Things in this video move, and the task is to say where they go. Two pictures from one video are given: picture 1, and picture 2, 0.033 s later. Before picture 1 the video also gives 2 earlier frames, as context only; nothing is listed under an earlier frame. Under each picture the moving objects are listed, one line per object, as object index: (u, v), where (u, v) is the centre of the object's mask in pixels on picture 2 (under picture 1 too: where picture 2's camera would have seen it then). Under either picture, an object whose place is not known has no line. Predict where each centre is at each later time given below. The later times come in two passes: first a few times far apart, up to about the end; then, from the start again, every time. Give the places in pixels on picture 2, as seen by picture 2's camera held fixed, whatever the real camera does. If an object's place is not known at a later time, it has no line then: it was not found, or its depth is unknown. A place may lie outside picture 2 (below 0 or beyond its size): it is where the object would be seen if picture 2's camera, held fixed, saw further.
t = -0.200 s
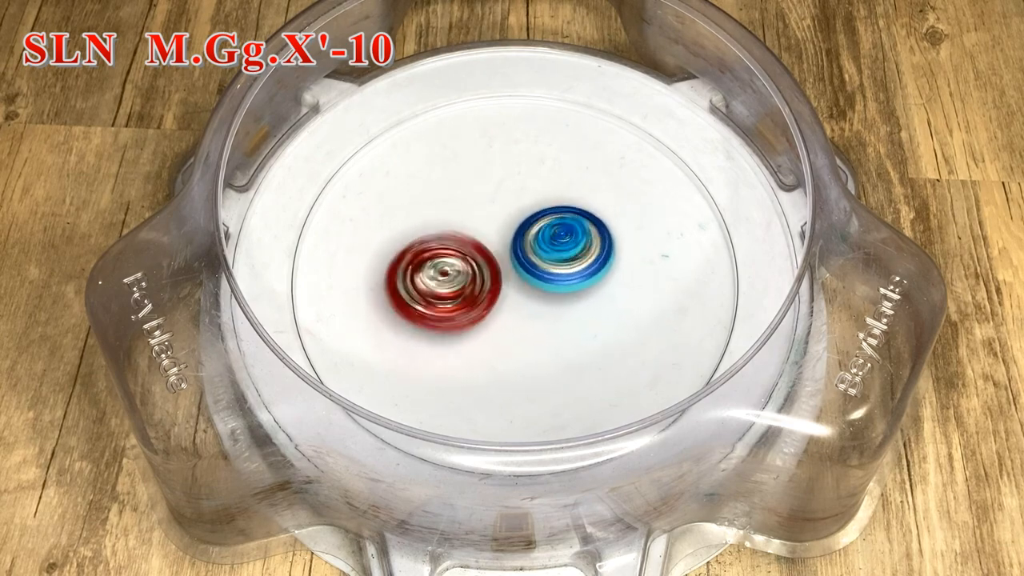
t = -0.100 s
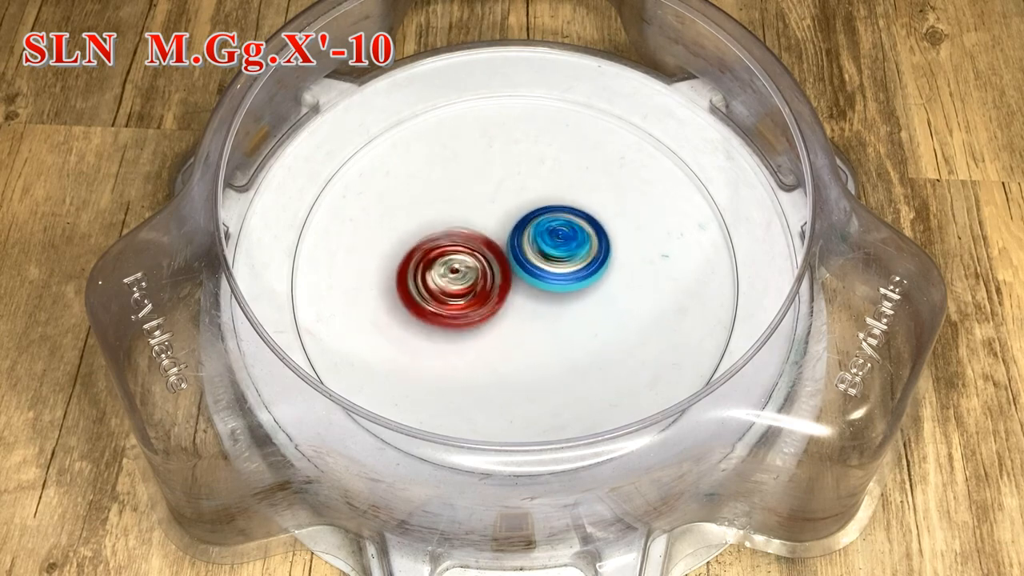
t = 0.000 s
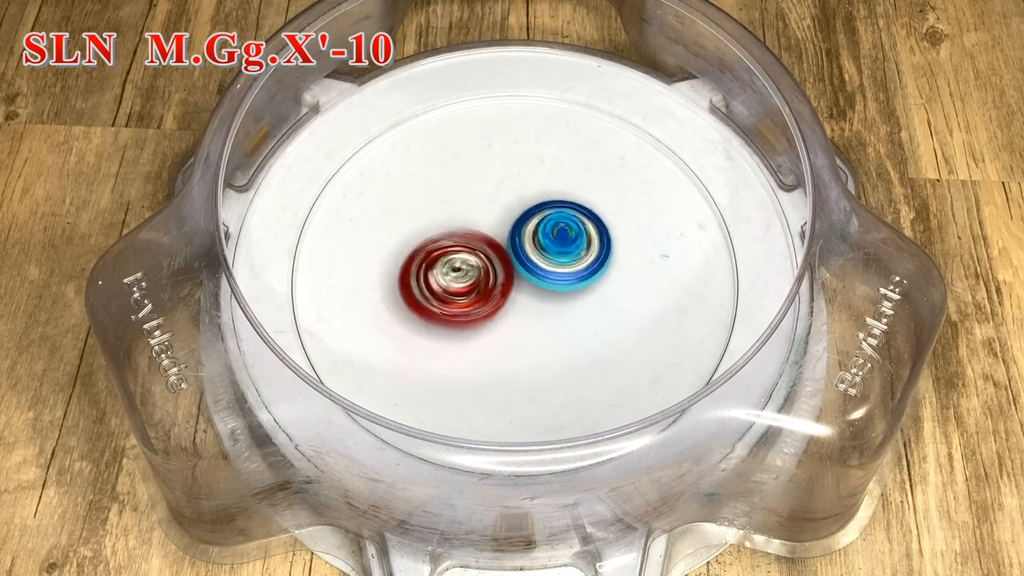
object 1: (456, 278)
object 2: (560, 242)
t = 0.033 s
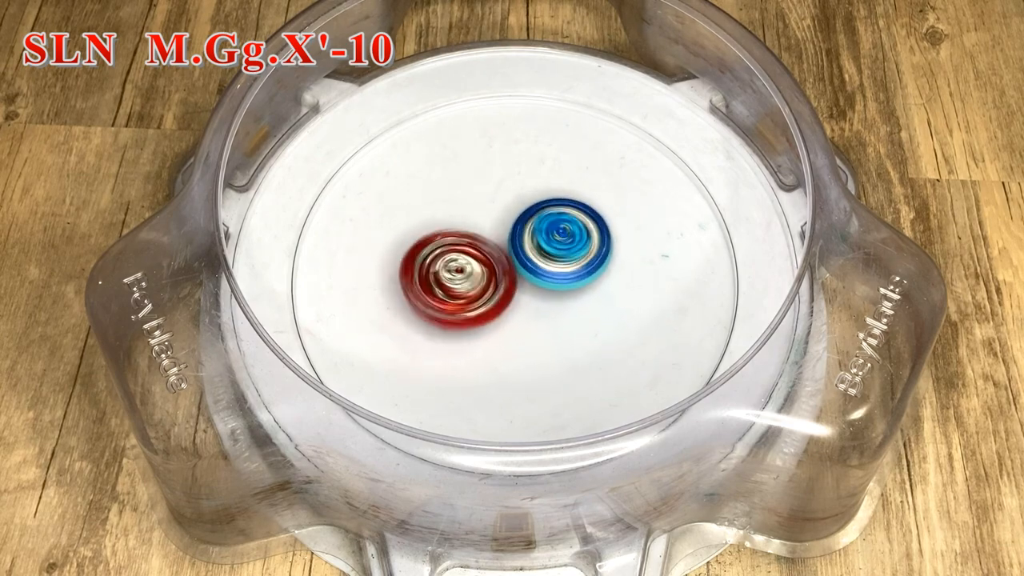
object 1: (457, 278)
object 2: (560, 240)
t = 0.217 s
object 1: (454, 275)
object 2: (561, 237)
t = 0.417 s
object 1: (451, 275)
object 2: (564, 237)
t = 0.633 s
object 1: (449, 278)
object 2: (558, 242)
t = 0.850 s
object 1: (446, 276)
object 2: (555, 242)
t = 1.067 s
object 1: (444, 275)
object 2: (556, 241)
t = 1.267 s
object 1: (445, 277)
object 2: (556, 240)
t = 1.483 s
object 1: (447, 281)
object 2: (561, 240)
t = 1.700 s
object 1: (447, 285)
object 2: (552, 243)
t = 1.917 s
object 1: (453, 284)
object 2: (552, 238)
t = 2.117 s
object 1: (457, 281)
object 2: (554, 235)
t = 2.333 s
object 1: (442, 292)
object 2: (577, 228)
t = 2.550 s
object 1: (463, 290)
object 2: (555, 235)
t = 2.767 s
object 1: (475, 296)
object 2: (556, 224)
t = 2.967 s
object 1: (473, 300)
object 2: (549, 222)
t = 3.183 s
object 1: (476, 299)
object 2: (551, 215)
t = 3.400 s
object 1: (472, 294)
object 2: (540, 219)
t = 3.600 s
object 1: (477, 291)
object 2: (542, 219)
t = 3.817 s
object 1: (475, 303)
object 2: (529, 217)
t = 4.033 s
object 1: (478, 301)
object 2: (537, 222)
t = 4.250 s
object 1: (463, 316)
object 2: (545, 223)
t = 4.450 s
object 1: (480, 321)
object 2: (533, 223)
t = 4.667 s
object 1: (473, 310)
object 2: (535, 241)
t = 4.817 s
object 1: (462, 308)
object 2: (533, 241)
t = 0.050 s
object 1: (457, 277)
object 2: (561, 240)
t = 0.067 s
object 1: (455, 278)
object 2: (561, 239)
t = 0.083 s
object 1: (456, 278)
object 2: (561, 239)
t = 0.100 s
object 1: (457, 277)
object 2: (560, 238)
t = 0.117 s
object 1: (455, 276)
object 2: (560, 237)
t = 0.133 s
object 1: (456, 277)
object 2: (560, 237)
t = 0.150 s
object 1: (457, 276)
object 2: (559, 238)
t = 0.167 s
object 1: (456, 275)
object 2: (558, 238)
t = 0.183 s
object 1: (454, 277)
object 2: (559, 237)
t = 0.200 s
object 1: (455, 276)
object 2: (560, 237)
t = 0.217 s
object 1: (454, 275)
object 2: (561, 237)
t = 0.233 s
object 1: (454, 276)
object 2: (561, 237)
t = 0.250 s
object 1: (454, 275)
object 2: (560, 238)
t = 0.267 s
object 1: (455, 275)
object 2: (559, 238)
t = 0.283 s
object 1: (456, 274)
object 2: (558, 237)
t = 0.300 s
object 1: (456, 273)
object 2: (558, 237)
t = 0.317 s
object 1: (457, 273)
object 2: (558, 238)
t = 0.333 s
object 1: (459, 274)
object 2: (558, 238)
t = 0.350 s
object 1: (457, 274)
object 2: (560, 237)
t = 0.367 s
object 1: (455, 275)
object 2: (561, 236)
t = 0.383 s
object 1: (455, 275)
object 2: (563, 236)
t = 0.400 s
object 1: (454, 274)
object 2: (564, 236)
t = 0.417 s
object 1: (451, 275)
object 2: (564, 237)
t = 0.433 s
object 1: (452, 276)
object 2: (563, 238)
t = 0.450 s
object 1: (453, 275)
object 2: (562, 238)
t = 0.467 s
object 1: (451, 275)
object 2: (561, 238)
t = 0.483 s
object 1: (452, 276)
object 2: (560, 238)
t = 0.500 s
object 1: (453, 275)
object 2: (560, 239)
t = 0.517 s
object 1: (452, 274)
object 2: (559, 240)
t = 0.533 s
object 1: (452, 276)
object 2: (557, 241)
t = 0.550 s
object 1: (455, 275)
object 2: (555, 241)
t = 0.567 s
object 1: (454, 275)
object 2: (555, 241)
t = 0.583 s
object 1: (453, 277)
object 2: (556, 241)
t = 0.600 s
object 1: (454, 276)
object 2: (556, 242)
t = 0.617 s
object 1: (451, 276)
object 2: (557, 242)
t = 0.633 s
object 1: (449, 278)
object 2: (558, 242)
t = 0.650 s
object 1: (448, 277)
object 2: (557, 242)
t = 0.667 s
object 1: (446, 276)
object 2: (558, 242)
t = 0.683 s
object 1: (445, 277)
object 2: (558, 242)
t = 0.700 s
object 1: (445, 277)
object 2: (557, 243)
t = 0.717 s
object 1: (445, 275)
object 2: (556, 244)
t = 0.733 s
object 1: (444, 275)
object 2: (554, 243)
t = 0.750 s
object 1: (445, 275)
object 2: (553, 243)
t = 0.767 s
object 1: (447, 273)
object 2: (553, 243)
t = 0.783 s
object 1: (446, 273)
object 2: (552, 244)
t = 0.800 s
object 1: (447, 273)
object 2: (552, 244)
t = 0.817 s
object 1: (446, 275)
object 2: (553, 244)
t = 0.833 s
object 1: (445, 275)
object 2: (554, 243)
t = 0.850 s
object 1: (446, 276)
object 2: (555, 242)
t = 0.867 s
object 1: (445, 273)
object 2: (556, 242)
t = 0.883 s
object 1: (442, 274)
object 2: (556, 242)
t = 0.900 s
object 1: (442, 275)
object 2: (555, 243)
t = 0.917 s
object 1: (444, 274)
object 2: (553, 243)
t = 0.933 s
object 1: (443, 273)
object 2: (552, 243)
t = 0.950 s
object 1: (442, 274)
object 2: (551, 242)
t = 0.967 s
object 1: (444, 274)
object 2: (551, 242)
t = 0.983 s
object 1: (445, 273)
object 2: (550, 242)
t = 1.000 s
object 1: (444, 273)
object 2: (549, 243)
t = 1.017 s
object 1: (442, 274)
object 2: (551, 242)
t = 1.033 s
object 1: (442, 274)
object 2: (553, 241)
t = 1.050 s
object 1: (442, 275)
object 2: (555, 241)
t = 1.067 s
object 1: (444, 275)
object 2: (556, 241)
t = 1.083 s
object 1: (444, 274)
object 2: (556, 242)
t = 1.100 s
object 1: (442, 274)
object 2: (556, 242)
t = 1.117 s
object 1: (443, 275)
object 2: (554, 242)
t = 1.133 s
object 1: (446, 274)
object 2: (553, 242)
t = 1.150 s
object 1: (446, 272)
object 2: (553, 241)
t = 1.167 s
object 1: (446, 274)
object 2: (552, 241)
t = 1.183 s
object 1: (449, 274)
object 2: (552, 242)
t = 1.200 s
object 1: (448, 274)
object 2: (553, 241)
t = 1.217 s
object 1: (447, 275)
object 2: (554, 241)
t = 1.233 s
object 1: (447, 277)
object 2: (555, 240)
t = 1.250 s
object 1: (446, 276)
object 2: (556, 240)
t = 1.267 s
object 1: (445, 277)
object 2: (556, 240)
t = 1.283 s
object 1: (446, 278)
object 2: (556, 241)
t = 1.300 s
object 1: (447, 277)
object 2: (555, 242)
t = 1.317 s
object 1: (447, 277)
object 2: (554, 242)
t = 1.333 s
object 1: (447, 278)
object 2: (553, 242)
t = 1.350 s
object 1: (449, 277)
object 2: (553, 242)
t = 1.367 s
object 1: (450, 276)
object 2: (553, 242)
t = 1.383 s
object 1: (451, 277)
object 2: (553, 243)
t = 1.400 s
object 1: (450, 278)
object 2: (553, 243)
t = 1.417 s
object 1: (448, 280)
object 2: (555, 242)
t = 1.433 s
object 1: (448, 283)
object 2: (557, 240)
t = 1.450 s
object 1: (449, 283)
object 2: (559, 239)
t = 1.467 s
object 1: (449, 282)
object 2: (561, 239)
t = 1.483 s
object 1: (447, 281)
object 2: (561, 240)
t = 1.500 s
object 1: (445, 283)
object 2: (561, 242)
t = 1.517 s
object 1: (445, 284)
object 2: (559, 243)
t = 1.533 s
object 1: (444, 284)
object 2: (557, 243)
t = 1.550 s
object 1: (444, 284)
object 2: (555, 242)
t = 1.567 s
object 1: (443, 285)
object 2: (554, 242)
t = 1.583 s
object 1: (443, 284)
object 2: (553, 243)
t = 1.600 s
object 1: (443, 285)
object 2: (552, 244)
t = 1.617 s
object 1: (445, 285)
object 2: (550, 244)
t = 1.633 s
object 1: (446, 285)
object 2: (548, 244)
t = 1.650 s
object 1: (447, 284)
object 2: (546, 244)
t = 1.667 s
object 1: (448, 284)
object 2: (546, 244)
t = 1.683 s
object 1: (447, 286)
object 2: (549, 243)
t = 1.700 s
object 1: (447, 285)
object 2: (552, 243)
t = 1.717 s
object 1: (445, 286)
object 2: (552, 243)
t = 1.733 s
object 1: (445, 287)
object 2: (552, 242)
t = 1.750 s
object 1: (445, 287)
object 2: (552, 241)
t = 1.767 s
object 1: (445, 286)
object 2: (553, 241)
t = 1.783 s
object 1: (444, 286)
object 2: (553, 241)
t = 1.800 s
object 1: (445, 287)
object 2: (553, 242)
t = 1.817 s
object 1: (447, 285)
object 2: (551, 242)
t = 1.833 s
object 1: (447, 284)
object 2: (550, 242)
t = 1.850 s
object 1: (448, 285)
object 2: (549, 241)
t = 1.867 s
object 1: (450, 284)
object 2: (549, 240)
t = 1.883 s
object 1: (452, 283)
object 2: (549, 240)
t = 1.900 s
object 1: (453, 283)
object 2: (549, 240)
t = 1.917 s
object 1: (453, 284)
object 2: (552, 238)
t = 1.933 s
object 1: (452, 284)
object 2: (554, 237)
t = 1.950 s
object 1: (451, 284)
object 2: (555, 237)
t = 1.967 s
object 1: (450, 285)
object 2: (555, 236)
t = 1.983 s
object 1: (450, 285)
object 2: (556, 235)
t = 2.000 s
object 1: (451, 284)
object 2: (557, 235)
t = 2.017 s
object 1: (450, 284)
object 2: (557, 236)
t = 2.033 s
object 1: (450, 285)
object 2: (556, 236)
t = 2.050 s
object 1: (452, 283)
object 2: (556, 236)
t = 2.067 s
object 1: (453, 282)
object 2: (555, 236)
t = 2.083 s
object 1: (453, 282)
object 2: (554, 235)
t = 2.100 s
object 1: (455, 282)
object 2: (554, 234)
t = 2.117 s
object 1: (457, 281)
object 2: (554, 235)
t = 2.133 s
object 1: (460, 280)
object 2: (553, 235)
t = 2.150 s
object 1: (457, 282)
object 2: (556, 234)
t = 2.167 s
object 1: (453, 285)
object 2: (562, 231)
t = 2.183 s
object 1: (451, 287)
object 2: (568, 228)
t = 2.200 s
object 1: (450, 289)
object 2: (573, 226)
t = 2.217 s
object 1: (451, 290)
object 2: (577, 225)
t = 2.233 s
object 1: (450, 289)
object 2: (581, 224)
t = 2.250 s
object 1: (448, 288)
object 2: (582, 225)
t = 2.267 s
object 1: (445, 288)
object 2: (583, 227)
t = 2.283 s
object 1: (443, 290)
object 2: (582, 228)
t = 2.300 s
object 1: (443, 290)
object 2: (580, 228)
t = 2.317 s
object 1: (442, 290)
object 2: (579, 227)
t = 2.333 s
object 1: (442, 292)
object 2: (577, 228)
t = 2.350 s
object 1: (443, 291)
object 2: (576, 228)
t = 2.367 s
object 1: (442, 291)
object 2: (574, 229)
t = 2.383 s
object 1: (442, 292)
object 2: (572, 231)
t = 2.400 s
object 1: (443, 293)
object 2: (570, 232)
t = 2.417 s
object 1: (446, 292)
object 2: (567, 233)
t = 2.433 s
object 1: (446, 291)
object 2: (565, 233)
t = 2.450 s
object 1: (446, 291)
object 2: (564, 234)
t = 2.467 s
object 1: (449, 291)
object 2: (562, 233)
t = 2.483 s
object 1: (453, 291)
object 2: (561, 235)
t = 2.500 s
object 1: (456, 290)
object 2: (559, 235)
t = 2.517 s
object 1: (458, 290)
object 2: (557, 237)
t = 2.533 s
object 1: (462, 290)
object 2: (555, 237)
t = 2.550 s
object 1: (463, 290)
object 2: (555, 235)
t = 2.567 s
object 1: (462, 291)
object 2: (557, 234)
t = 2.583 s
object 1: (463, 292)
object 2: (558, 233)
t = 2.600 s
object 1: (466, 294)
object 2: (558, 232)
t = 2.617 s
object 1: (469, 292)
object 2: (558, 232)
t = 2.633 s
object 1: (469, 291)
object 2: (557, 232)
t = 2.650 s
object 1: (469, 292)
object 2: (555, 231)
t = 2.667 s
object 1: (470, 292)
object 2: (554, 231)
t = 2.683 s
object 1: (470, 293)
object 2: (556, 230)
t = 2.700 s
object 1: (470, 293)
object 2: (557, 229)
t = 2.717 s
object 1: (471, 294)
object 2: (557, 228)
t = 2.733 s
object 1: (474, 295)
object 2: (555, 228)
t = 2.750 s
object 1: (477, 295)
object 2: (555, 227)
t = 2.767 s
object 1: (475, 296)
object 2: (556, 224)
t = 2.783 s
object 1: (474, 299)
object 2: (557, 223)
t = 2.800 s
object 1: (473, 301)
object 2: (557, 222)
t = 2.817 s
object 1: (473, 302)
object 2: (557, 222)
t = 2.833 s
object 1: (472, 302)
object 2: (556, 221)
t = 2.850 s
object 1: (470, 302)
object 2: (555, 221)
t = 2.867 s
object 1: (470, 304)
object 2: (555, 221)
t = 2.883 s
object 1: (471, 303)
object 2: (554, 221)
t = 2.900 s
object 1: (472, 302)
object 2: (553, 222)
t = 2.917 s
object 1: (470, 301)
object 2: (552, 222)
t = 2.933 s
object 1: (470, 302)
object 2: (551, 222)
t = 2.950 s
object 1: (471, 302)
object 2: (550, 222)
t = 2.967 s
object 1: (473, 300)
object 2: (549, 222)
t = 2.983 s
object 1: (473, 298)
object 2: (548, 222)
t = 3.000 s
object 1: (473, 298)
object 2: (547, 223)
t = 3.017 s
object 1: (474, 298)
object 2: (546, 223)
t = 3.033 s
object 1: (476, 297)
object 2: (546, 223)
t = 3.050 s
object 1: (478, 295)
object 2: (545, 223)
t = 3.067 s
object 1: (479, 293)
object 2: (544, 223)
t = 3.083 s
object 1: (479, 294)
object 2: (545, 223)
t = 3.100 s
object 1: (481, 294)
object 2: (544, 221)
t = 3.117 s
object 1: (480, 294)
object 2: (546, 220)
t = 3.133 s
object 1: (478, 296)
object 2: (548, 216)
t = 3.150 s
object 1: (476, 298)
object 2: (549, 216)
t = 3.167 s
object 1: (476, 299)
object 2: (551, 215)
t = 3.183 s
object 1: (476, 299)
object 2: (551, 215)
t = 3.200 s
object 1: (475, 299)
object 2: (551, 215)
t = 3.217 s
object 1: (472, 299)
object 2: (551, 215)
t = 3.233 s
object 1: (471, 300)
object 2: (550, 215)
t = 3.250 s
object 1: (471, 301)
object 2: (550, 215)
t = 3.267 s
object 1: (471, 301)
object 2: (548, 217)
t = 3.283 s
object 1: (470, 300)
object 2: (547, 217)
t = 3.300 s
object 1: (469, 300)
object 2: (545, 218)
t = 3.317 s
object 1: (469, 300)
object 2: (544, 218)
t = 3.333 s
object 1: (470, 299)
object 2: (543, 219)
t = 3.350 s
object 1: (471, 297)
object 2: (542, 218)
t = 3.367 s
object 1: (471, 295)
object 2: (541, 218)
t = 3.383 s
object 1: (471, 295)
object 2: (540, 219)
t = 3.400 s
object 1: (472, 294)
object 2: (540, 219)
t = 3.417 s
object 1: (473, 294)
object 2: (540, 219)
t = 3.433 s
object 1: (470, 296)
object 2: (541, 218)
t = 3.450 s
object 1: (470, 299)
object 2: (543, 216)
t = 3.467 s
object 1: (471, 302)
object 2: (544, 216)
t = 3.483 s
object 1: (474, 303)
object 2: (545, 215)
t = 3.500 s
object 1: (477, 303)
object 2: (545, 215)
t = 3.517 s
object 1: (478, 301)
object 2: (545, 214)
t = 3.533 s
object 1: (479, 300)
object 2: (545, 215)
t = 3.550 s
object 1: (479, 299)
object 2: (544, 215)
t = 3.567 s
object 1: (480, 296)
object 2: (544, 217)
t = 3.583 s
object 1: (479, 294)
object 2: (543, 218)
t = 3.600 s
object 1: (477, 291)
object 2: (542, 219)
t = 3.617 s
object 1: (475, 290)
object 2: (540, 220)
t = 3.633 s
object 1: (473, 291)
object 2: (539, 220)
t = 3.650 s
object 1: (472, 291)
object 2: (538, 219)
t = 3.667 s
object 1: (471, 291)
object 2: (538, 218)
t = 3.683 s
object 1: (469, 292)
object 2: (536, 218)
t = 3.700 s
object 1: (467, 294)
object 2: (535, 218)
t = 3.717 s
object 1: (467, 296)
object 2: (533, 218)
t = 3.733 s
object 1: (468, 298)
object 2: (532, 218)
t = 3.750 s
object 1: (469, 298)
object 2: (531, 218)
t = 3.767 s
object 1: (471, 299)
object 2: (530, 217)
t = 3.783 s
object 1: (473, 299)
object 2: (528, 218)
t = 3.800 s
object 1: (475, 299)
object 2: (528, 219)
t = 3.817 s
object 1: (475, 303)
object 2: (529, 217)
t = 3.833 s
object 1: (475, 305)
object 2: (532, 215)
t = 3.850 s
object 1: (474, 306)
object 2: (534, 214)
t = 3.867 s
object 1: (475, 307)
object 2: (535, 215)
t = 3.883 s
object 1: (476, 308)
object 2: (535, 217)
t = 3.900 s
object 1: (477, 307)
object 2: (535, 218)
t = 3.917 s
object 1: (478, 305)
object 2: (534, 220)
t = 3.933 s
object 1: (478, 304)
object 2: (533, 221)
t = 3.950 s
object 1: (477, 305)
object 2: (533, 220)
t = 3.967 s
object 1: (477, 305)
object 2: (534, 219)
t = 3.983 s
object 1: (478, 306)
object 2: (535, 218)
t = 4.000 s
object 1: (478, 305)
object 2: (536, 219)
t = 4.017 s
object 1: (478, 303)
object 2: (537, 220)
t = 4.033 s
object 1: (478, 301)
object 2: (537, 222)
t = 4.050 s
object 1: (476, 300)
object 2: (537, 224)
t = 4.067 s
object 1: (474, 300)
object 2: (536, 226)
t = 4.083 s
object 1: (474, 300)
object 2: (535, 229)
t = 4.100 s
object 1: (475, 300)
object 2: (534, 230)
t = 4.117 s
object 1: (474, 299)
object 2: (533, 229)
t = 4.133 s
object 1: (471, 301)
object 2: (535, 228)
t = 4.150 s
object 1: (469, 303)
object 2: (536, 226)
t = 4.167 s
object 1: (466, 305)
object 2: (538, 224)
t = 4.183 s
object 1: (464, 307)
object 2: (540, 223)
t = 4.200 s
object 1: (463, 309)
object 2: (542, 222)
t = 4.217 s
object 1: (463, 312)
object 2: (543, 222)
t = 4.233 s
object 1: (463, 314)
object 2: (544, 222)
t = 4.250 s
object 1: (463, 316)
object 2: (545, 223)
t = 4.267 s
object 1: (464, 318)
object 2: (546, 225)
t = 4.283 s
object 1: (466, 319)
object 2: (545, 226)
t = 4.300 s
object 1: (468, 320)
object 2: (545, 228)
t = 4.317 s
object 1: (470, 320)
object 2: (544, 229)
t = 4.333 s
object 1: (473, 320)
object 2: (542, 231)
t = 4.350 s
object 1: (476, 320)
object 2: (540, 232)
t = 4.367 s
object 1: (480, 318)
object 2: (537, 233)
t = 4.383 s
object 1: (483, 316)
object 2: (535, 233)
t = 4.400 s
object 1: (483, 315)
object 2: (532, 231)
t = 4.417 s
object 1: (482, 317)
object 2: (532, 228)
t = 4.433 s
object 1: (481, 319)
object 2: (533, 225)
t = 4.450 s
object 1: (480, 321)
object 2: (533, 223)
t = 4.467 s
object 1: (480, 322)
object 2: (534, 222)
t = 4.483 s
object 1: (481, 323)
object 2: (535, 221)
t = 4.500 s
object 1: (482, 322)
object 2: (536, 221)
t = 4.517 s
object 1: (482, 322)
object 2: (536, 222)
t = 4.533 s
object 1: (482, 321)
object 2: (536, 223)
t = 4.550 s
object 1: (482, 320)
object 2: (536, 226)
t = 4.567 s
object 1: (483, 319)
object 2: (536, 229)
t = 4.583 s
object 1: (482, 317)
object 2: (537, 230)
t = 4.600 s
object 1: (481, 315)
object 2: (537, 232)
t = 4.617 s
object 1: (480, 313)
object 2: (537, 235)
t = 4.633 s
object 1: (478, 310)
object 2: (536, 237)
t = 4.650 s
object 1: (477, 309)
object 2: (535, 240)
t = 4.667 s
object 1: (473, 310)
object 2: (535, 241)
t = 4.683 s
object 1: (470, 310)
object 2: (536, 240)
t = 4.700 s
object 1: (468, 309)
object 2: (536, 240)
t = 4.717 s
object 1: (466, 309)
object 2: (536, 240)
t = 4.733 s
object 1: (465, 309)
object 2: (535, 240)
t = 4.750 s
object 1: (464, 308)
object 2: (535, 240)
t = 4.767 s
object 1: (464, 308)
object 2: (535, 240)
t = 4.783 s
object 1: (463, 308)
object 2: (534, 240)
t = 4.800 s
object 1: (462, 308)
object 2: (533, 240)
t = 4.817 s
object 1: (462, 308)
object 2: (533, 241)
